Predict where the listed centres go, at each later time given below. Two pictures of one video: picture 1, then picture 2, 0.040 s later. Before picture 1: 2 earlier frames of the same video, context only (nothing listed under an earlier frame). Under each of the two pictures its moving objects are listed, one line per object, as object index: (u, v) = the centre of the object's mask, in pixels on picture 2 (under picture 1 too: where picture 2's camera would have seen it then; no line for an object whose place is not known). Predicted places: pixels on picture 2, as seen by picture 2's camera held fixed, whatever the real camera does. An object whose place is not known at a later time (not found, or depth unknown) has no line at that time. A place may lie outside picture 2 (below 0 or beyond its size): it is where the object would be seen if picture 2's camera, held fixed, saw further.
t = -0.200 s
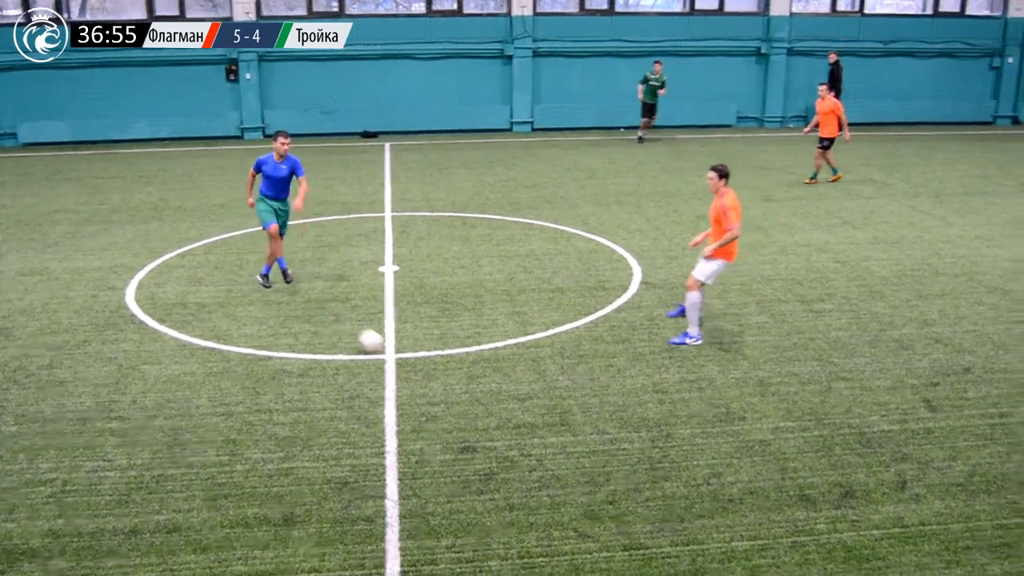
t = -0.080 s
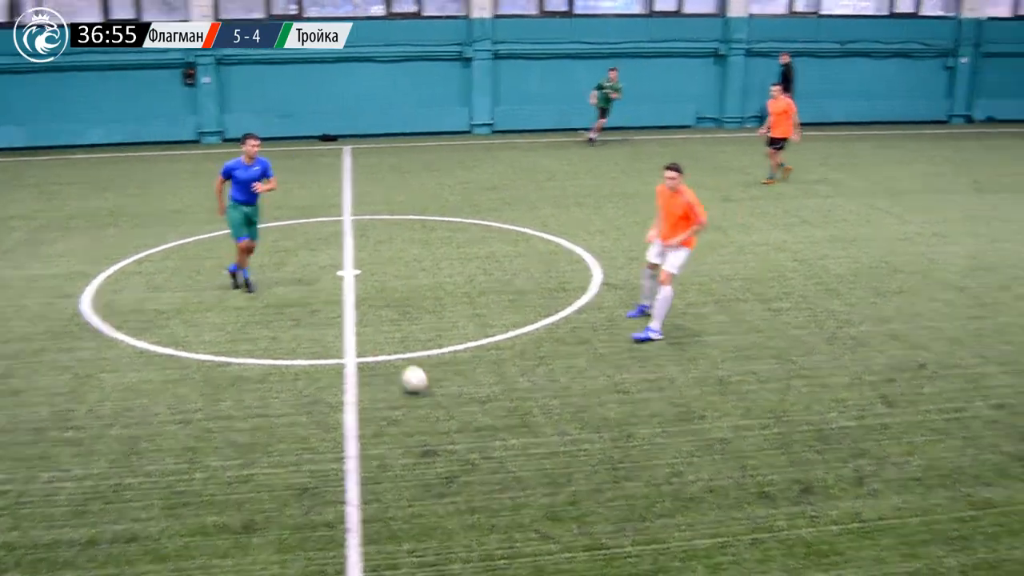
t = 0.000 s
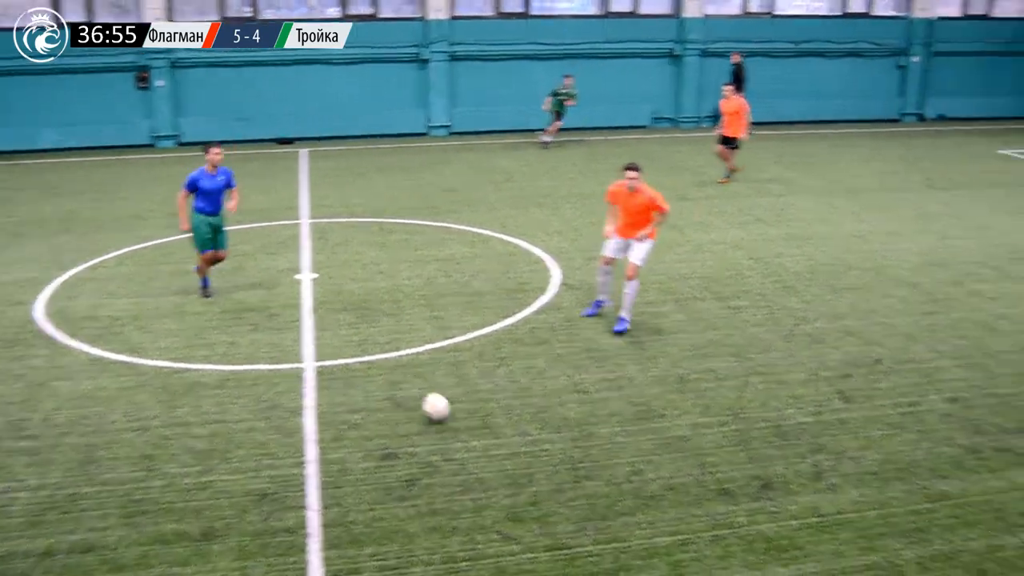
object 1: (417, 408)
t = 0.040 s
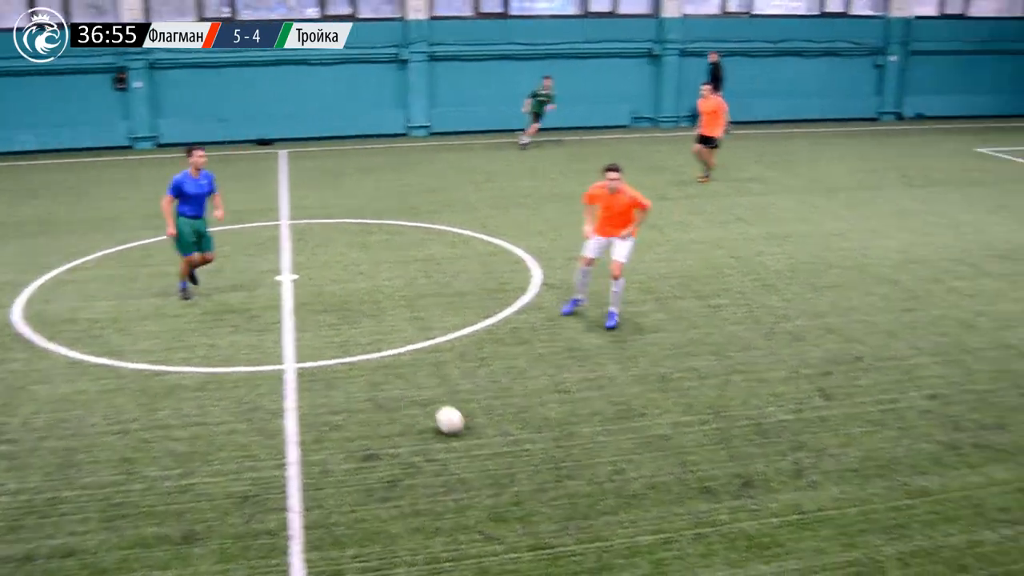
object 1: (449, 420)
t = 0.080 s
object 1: (482, 432)
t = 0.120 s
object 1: (517, 446)
